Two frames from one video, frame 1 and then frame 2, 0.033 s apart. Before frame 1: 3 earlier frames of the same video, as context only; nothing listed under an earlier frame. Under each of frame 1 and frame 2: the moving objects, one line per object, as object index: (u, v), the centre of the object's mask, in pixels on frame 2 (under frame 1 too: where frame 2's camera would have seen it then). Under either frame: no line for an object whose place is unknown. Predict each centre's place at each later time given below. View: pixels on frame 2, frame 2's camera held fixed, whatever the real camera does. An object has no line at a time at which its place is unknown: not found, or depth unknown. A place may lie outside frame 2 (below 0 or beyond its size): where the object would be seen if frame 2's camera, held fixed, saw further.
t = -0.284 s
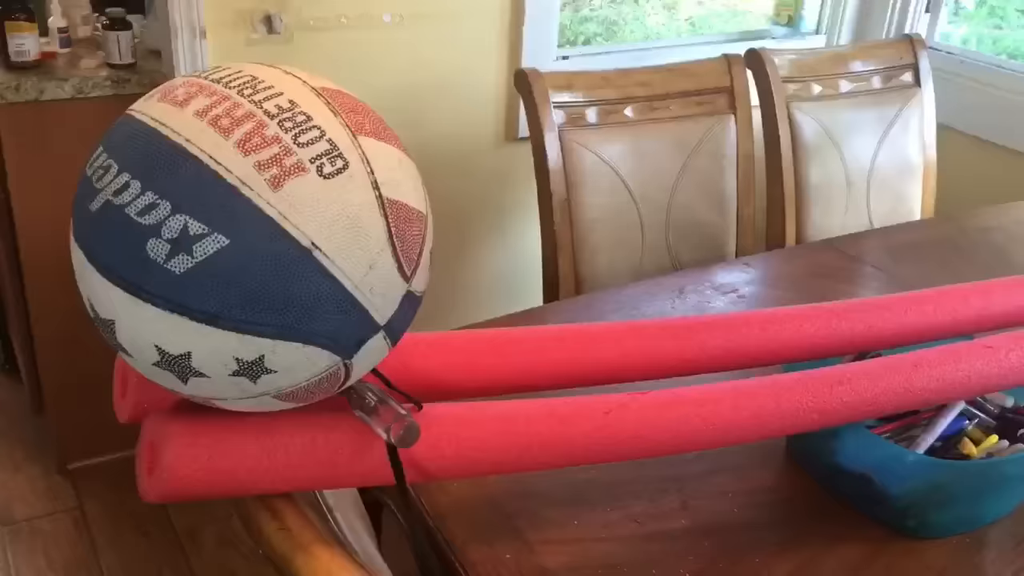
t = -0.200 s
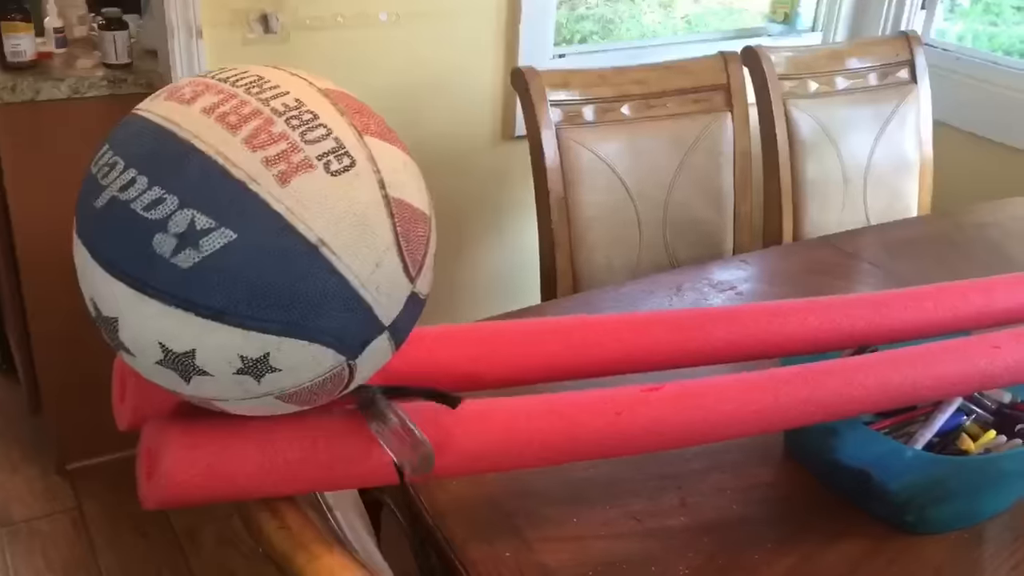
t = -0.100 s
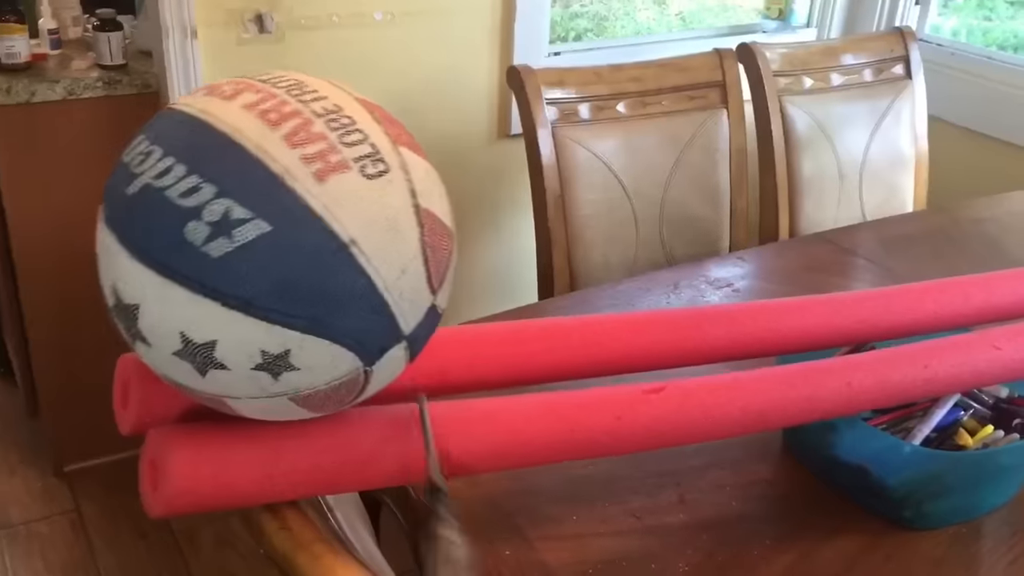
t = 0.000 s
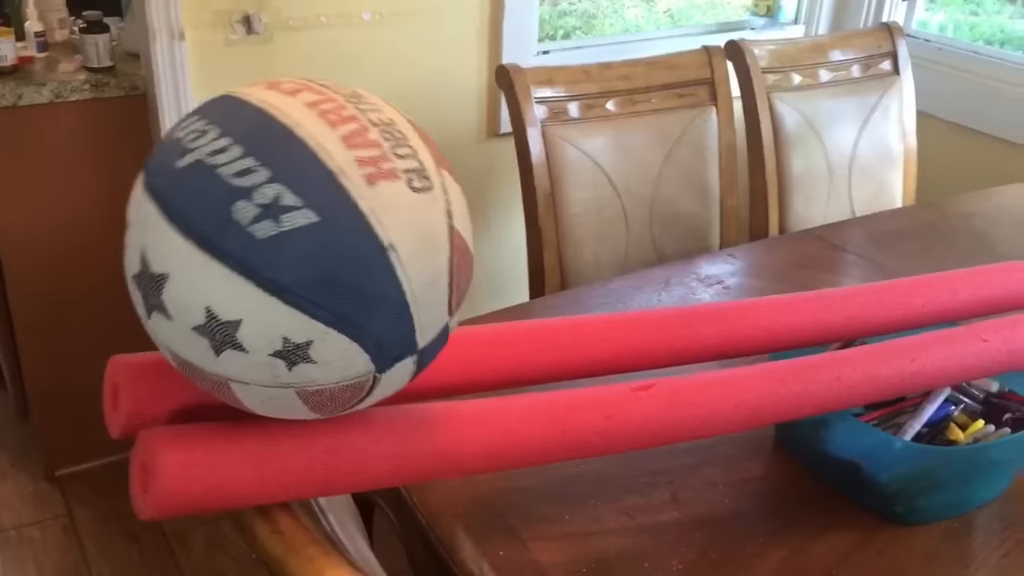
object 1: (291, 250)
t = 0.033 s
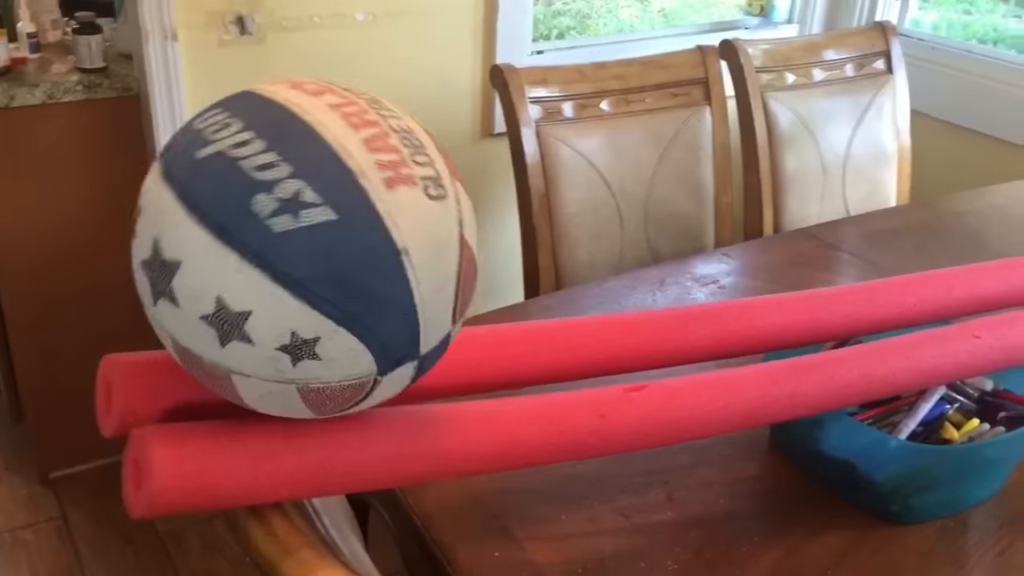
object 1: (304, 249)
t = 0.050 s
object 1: (311, 249)
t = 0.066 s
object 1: (318, 249)
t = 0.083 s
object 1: (325, 249)
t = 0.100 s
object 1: (334, 249)
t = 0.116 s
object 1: (343, 249)
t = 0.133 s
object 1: (352, 250)
